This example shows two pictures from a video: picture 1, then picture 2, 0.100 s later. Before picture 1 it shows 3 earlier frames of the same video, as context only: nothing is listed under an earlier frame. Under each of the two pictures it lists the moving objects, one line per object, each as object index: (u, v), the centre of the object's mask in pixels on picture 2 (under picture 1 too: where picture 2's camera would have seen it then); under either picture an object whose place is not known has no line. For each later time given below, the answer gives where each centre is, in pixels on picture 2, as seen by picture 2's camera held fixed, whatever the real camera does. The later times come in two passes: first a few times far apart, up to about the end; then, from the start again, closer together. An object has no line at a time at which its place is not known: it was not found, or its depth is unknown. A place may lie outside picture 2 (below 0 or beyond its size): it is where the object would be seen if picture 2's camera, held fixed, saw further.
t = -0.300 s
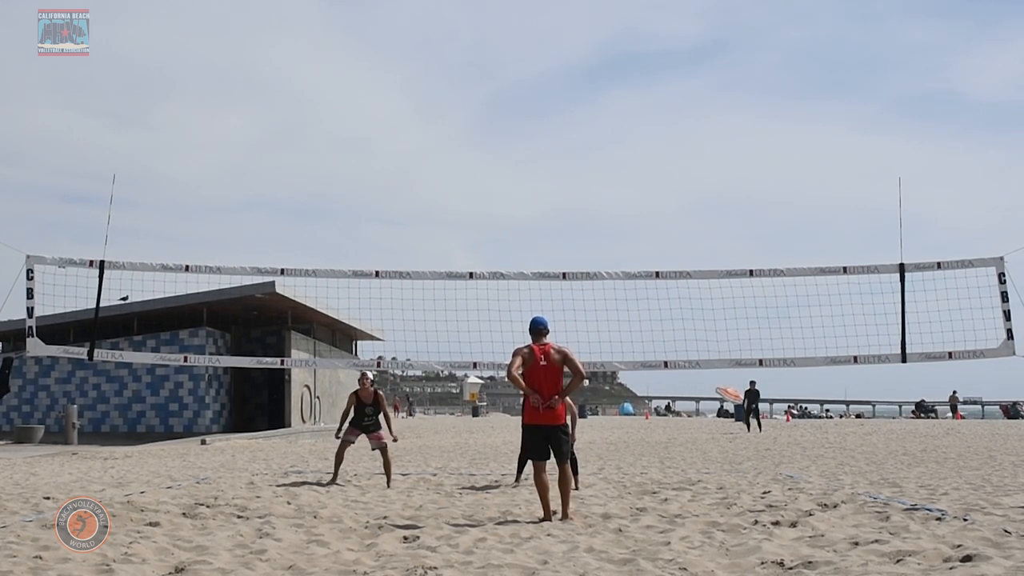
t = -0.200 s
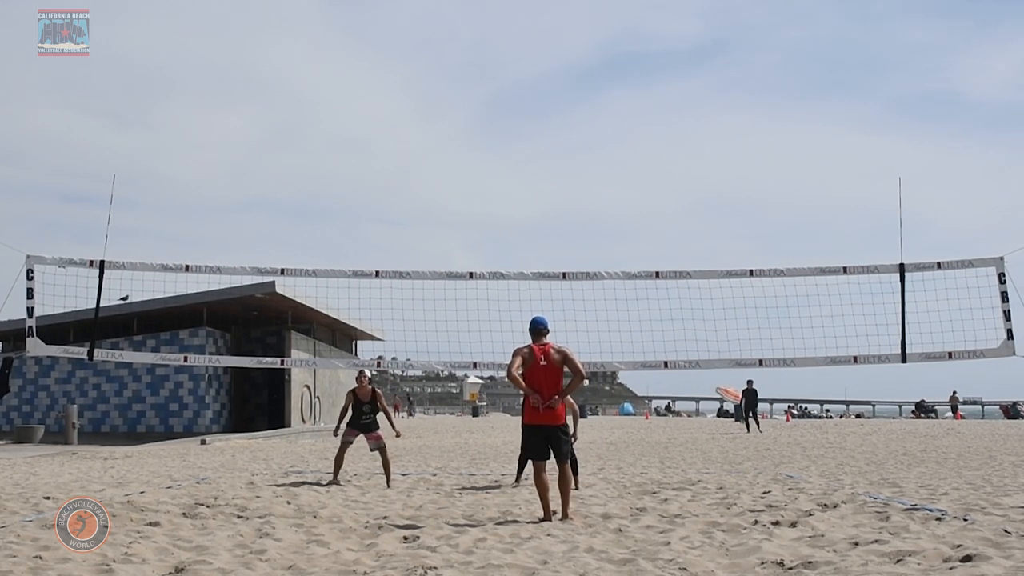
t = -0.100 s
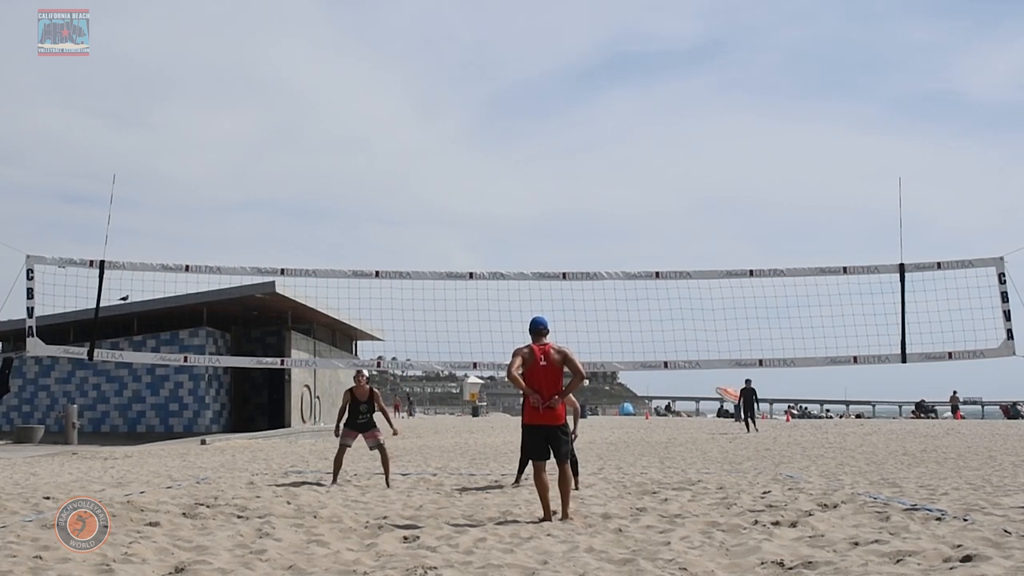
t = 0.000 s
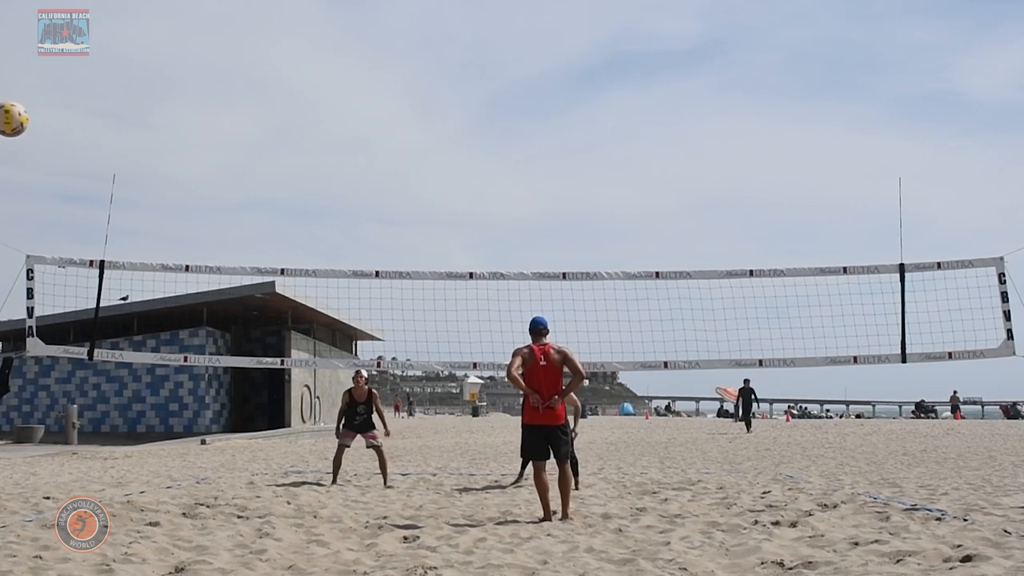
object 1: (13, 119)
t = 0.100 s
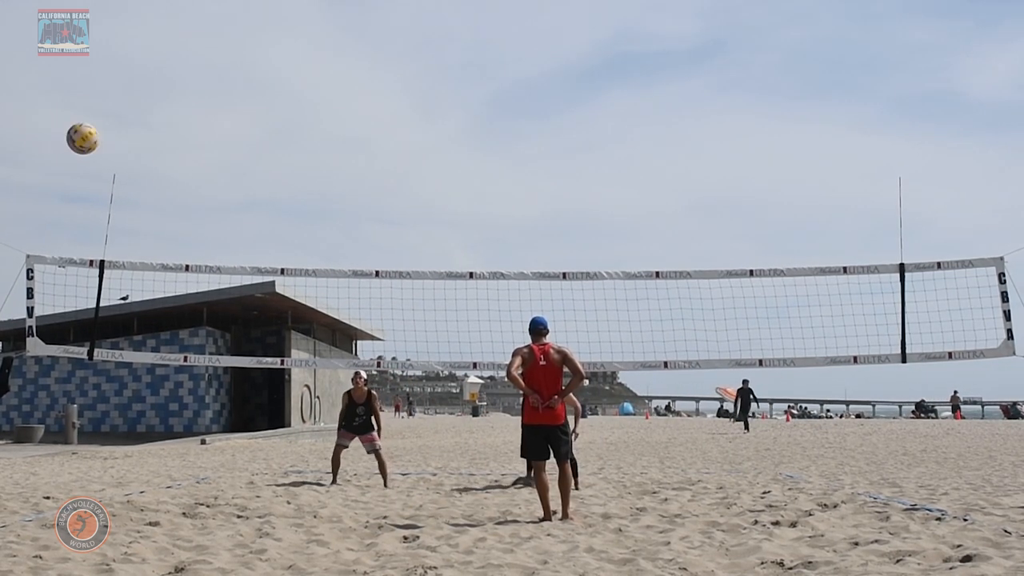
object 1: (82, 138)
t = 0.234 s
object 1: (154, 178)
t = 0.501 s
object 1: (245, 293)
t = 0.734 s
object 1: (251, 353)
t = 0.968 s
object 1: (251, 436)
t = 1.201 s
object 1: (252, 480)
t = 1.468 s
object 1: (254, 447)
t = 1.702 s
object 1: (255, 478)
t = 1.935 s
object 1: (252, 504)
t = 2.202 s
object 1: (247, 509)
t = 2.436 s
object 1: (225, 512)
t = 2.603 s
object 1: (236, 512)
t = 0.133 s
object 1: (103, 146)
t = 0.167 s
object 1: (122, 156)
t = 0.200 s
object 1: (139, 166)
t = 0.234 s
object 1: (154, 178)
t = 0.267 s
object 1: (168, 191)
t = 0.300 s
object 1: (181, 204)
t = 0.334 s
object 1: (194, 218)
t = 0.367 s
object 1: (206, 232)
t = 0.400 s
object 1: (217, 247)
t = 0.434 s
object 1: (227, 263)
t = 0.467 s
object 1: (236, 278)
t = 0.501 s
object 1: (245, 293)
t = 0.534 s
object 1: (249, 303)
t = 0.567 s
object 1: (250, 314)
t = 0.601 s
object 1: (250, 324)
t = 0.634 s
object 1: (250, 331)
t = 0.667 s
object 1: (250, 338)
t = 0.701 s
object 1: (251, 345)
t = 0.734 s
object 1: (251, 353)
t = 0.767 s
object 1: (251, 361)
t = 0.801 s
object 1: (251, 371)
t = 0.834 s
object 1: (251, 381)
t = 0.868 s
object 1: (251, 393)
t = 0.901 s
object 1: (251, 406)
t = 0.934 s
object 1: (251, 420)
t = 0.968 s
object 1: (251, 436)
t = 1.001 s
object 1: (251, 453)
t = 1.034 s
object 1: (250, 472)
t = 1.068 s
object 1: (251, 490)
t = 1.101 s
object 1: (249, 509)
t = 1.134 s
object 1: (250, 501)
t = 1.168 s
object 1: (251, 490)
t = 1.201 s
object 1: (252, 480)
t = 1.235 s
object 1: (252, 473)
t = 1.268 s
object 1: (252, 465)
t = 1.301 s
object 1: (252, 460)
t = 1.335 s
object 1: (253, 455)
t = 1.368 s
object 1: (253, 451)
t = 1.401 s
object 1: (254, 448)
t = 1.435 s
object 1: (254, 447)
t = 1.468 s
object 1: (254, 447)
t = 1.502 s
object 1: (255, 447)
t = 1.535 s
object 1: (255, 450)
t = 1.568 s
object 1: (255, 453)
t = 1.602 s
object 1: (254, 458)
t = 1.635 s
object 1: (255, 463)
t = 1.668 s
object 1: (255, 470)
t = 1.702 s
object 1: (255, 478)
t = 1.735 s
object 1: (254, 487)
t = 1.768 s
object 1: (254, 498)
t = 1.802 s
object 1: (254, 507)
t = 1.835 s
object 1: (254, 506)
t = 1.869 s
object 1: (253, 504)
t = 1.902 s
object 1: (253, 503)
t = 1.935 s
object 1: (252, 504)
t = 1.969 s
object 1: (252, 505)
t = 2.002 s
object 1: (252, 507)
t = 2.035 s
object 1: (251, 508)
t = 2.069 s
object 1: (251, 508)
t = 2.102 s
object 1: (250, 508)
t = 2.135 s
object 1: (249, 509)
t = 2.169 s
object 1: (248, 509)
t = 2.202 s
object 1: (247, 509)
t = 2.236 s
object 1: (245, 510)
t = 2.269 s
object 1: (243, 511)
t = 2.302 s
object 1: (241, 511)
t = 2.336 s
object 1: (239, 511)
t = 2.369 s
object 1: (238, 511)
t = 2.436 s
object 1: (225, 512)
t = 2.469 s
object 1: (234, 510)
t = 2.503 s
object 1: (234, 510)
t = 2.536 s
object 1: (234, 511)
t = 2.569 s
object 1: (235, 511)
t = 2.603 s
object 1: (236, 512)
